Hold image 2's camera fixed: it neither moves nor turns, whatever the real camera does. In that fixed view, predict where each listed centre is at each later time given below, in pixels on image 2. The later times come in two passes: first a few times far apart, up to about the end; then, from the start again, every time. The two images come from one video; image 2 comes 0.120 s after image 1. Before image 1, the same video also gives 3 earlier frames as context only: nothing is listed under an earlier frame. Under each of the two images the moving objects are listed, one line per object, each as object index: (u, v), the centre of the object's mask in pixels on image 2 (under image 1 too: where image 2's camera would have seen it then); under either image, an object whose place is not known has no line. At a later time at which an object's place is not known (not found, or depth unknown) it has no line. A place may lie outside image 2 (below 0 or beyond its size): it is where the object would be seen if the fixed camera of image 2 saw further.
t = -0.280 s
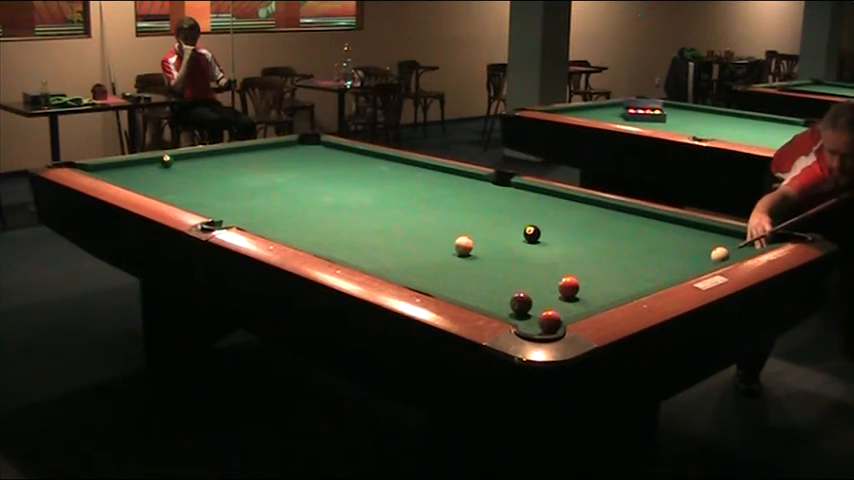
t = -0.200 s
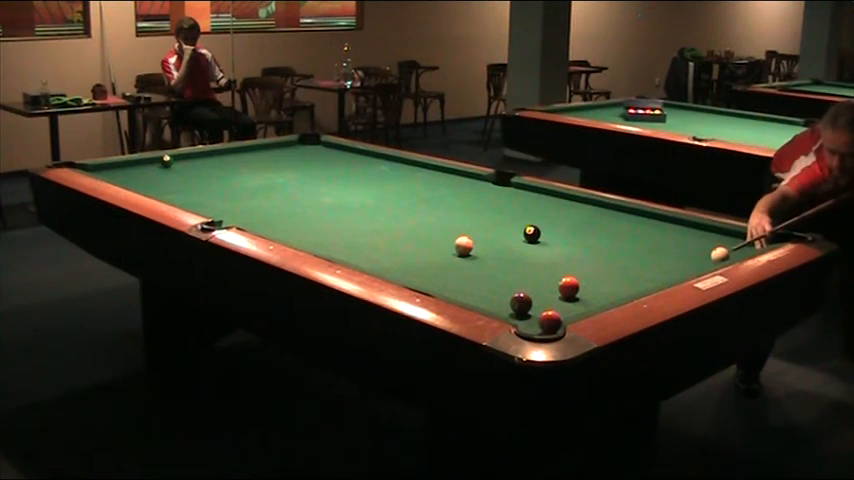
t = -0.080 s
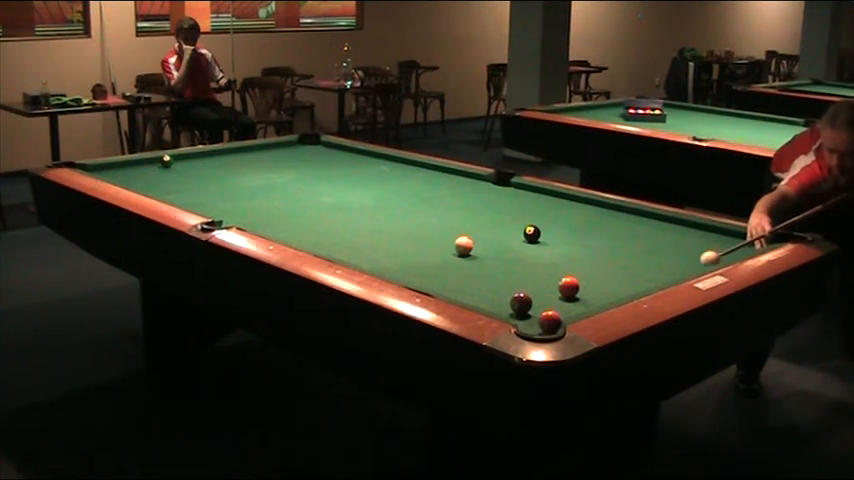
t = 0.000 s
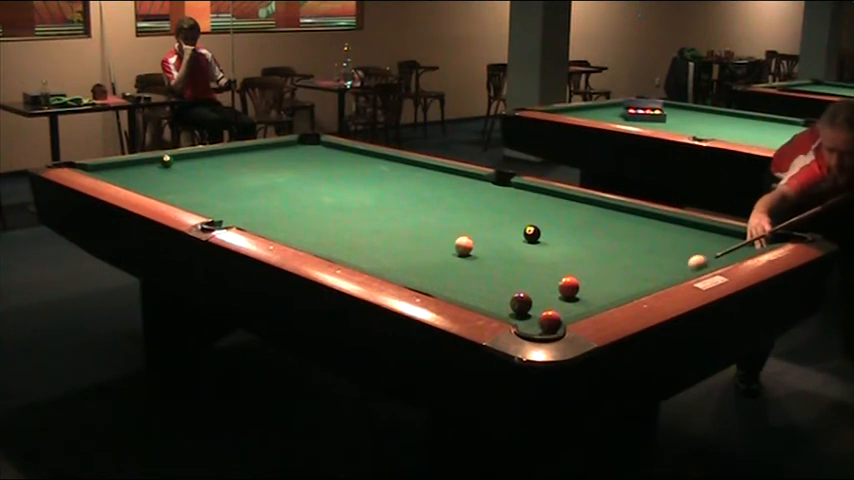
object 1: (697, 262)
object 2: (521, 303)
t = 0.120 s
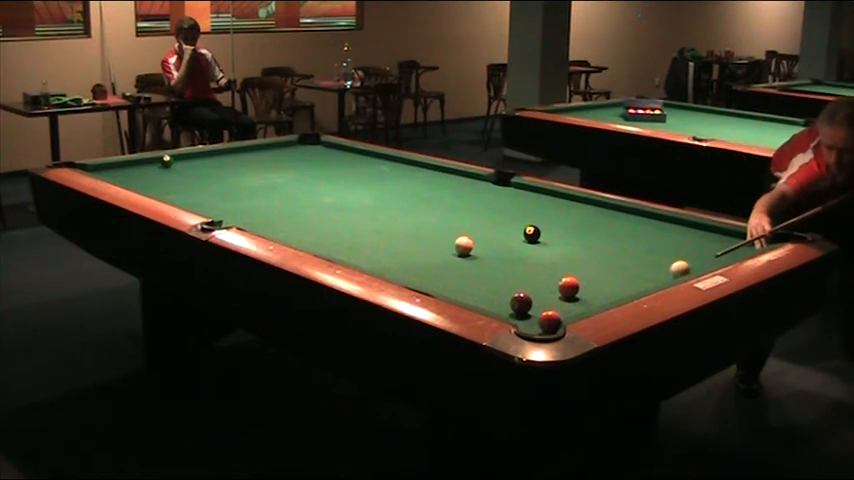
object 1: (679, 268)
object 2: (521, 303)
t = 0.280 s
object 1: (655, 276)
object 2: (521, 303)
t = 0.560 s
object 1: (609, 292)
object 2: (521, 303)
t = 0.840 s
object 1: (559, 308)
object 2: (521, 303)
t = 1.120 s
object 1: (510, 311)
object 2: (522, 302)
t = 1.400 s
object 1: (503, 304)
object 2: (522, 303)
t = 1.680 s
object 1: (492, 299)
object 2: (528, 300)
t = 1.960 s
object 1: (483, 294)
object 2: (533, 299)
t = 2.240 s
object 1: (476, 290)
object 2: (535, 298)
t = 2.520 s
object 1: (470, 286)
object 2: (538, 298)
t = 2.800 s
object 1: (465, 282)
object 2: (538, 298)
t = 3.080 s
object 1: (461, 280)
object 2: (538, 298)
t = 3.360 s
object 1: (458, 279)
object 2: (537, 298)
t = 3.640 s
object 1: (456, 278)
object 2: (537, 298)
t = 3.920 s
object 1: (455, 278)
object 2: (537, 298)
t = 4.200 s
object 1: (455, 278)
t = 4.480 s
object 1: (455, 278)
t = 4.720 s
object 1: (455, 278)
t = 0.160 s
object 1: (673, 270)
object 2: (521, 303)
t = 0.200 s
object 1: (667, 272)
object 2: (521, 303)
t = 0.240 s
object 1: (661, 274)
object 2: (521, 303)
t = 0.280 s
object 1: (655, 276)
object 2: (521, 303)
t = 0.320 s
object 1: (649, 278)
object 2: (521, 303)
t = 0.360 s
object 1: (642, 281)
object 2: (521, 303)
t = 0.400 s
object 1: (636, 282)
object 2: (521, 303)
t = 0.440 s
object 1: (629, 285)
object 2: (521, 303)
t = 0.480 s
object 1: (622, 288)
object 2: (521, 303)
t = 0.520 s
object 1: (616, 290)
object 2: (521, 303)
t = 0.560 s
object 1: (609, 292)
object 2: (521, 303)
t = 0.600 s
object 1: (602, 295)
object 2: (521, 303)
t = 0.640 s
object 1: (594, 298)
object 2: (521, 303)
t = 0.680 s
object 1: (588, 299)
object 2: (521, 303)
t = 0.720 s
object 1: (580, 303)
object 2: (521, 303)
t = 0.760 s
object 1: (572, 305)
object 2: (521, 303)
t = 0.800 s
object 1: (566, 307)
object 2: (521, 303)
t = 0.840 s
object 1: (559, 308)
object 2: (521, 303)
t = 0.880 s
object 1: (550, 307)
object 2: (521, 303)
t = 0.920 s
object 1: (544, 309)
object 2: (521, 303)
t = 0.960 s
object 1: (536, 312)
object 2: (520, 302)
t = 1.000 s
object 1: (530, 314)
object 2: (519, 301)
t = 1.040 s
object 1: (523, 313)
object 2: (520, 299)
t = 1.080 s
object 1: (516, 313)
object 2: (522, 300)
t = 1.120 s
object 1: (510, 311)
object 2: (522, 302)
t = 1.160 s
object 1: (506, 310)
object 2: (521, 303)
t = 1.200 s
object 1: (506, 309)
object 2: (521, 303)
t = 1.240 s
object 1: (505, 308)
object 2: (522, 303)
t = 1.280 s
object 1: (505, 307)
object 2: (522, 303)
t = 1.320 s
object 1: (505, 307)
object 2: (521, 303)
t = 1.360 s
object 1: (505, 306)
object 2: (522, 303)
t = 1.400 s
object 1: (503, 304)
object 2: (522, 303)
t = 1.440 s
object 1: (500, 304)
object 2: (523, 303)
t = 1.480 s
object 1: (499, 303)
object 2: (524, 302)
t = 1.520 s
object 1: (498, 302)
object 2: (525, 302)
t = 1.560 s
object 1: (496, 301)
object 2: (526, 301)
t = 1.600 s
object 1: (495, 300)
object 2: (527, 302)
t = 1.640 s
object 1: (493, 300)
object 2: (528, 301)
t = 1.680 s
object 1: (492, 299)
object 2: (528, 300)
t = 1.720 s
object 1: (491, 298)
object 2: (529, 300)
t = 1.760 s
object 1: (489, 297)
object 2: (529, 300)
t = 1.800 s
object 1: (488, 297)
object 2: (530, 300)
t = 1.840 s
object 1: (487, 296)
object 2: (531, 299)
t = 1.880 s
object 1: (486, 295)
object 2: (531, 300)
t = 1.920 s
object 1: (484, 295)
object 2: (532, 299)
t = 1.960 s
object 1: (483, 294)
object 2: (533, 299)
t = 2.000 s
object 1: (482, 294)
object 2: (533, 299)
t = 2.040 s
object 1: (481, 293)
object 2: (534, 299)
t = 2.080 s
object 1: (480, 292)
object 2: (534, 298)
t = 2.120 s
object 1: (479, 292)
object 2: (534, 298)
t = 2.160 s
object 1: (478, 291)
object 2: (535, 298)
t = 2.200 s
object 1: (477, 291)
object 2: (535, 298)
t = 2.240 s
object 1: (476, 290)
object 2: (535, 298)
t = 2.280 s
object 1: (475, 289)
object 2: (536, 298)
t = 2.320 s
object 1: (474, 289)
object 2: (536, 298)
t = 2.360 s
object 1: (473, 288)
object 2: (537, 298)
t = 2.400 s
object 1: (473, 287)
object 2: (538, 298)
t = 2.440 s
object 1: (472, 287)
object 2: (537, 298)
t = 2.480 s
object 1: (471, 286)
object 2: (538, 297)
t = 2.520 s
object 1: (470, 286)
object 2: (538, 298)
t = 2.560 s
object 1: (469, 285)
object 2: (538, 298)
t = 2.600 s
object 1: (469, 285)
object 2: (538, 297)
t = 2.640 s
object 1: (468, 285)
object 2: (538, 297)
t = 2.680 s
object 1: (467, 284)
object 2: (538, 298)
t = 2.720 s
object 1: (467, 283)
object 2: (538, 297)
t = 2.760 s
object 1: (466, 283)
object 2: (538, 297)
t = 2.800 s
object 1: (465, 282)
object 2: (538, 298)
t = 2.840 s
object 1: (464, 283)
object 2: (538, 297)
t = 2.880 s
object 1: (464, 282)
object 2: (538, 297)
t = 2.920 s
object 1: (464, 282)
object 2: (538, 297)
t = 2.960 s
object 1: (463, 281)
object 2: (538, 297)
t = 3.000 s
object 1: (462, 281)
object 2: (538, 297)
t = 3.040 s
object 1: (462, 280)
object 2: (538, 297)
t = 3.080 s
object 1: (461, 280)
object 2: (538, 298)
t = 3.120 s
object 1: (461, 280)
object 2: (538, 298)
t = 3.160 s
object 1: (460, 280)
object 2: (537, 297)
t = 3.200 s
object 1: (460, 280)
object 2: (537, 297)
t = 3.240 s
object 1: (459, 279)
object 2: (537, 297)
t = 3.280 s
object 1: (459, 279)
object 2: (537, 298)
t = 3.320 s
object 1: (459, 279)
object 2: (537, 298)
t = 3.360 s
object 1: (458, 279)
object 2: (537, 298)
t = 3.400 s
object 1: (458, 278)
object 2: (537, 298)
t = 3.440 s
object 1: (457, 279)
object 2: (537, 298)
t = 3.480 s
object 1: (457, 279)
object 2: (537, 298)
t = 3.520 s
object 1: (457, 278)
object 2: (537, 298)
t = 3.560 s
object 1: (457, 278)
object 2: (537, 298)
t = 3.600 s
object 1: (456, 278)
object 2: (537, 298)
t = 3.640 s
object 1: (456, 278)
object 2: (537, 298)
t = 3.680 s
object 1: (456, 278)
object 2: (537, 298)
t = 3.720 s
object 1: (456, 278)
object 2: (537, 298)
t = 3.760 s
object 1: (455, 278)
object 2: (537, 298)
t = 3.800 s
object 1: (455, 278)
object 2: (537, 298)
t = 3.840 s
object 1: (455, 278)
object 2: (537, 298)
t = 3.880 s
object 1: (455, 278)
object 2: (537, 298)
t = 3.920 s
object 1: (455, 278)
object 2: (537, 298)
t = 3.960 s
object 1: (455, 278)
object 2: (537, 298)
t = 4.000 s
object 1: (455, 278)
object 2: (537, 298)
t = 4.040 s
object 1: (455, 278)
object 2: (537, 298)
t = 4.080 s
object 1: (455, 278)
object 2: (537, 298)
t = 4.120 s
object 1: (455, 278)
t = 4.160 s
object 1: (455, 278)
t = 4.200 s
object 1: (455, 278)
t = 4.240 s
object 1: (455, 278)
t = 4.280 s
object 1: (455, 278)
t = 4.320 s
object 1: (455, 278)
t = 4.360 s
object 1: (455, 278)
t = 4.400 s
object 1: (455, 278)
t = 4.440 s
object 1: (455, 278)
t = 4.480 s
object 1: (455, 278)
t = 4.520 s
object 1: (455, 278)
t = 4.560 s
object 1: (455, 278)
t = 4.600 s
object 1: (455, 278)
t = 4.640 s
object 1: (455, 278)
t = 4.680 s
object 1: (455, 278)
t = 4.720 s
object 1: (455, 278)
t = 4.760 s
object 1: (455, 278)
